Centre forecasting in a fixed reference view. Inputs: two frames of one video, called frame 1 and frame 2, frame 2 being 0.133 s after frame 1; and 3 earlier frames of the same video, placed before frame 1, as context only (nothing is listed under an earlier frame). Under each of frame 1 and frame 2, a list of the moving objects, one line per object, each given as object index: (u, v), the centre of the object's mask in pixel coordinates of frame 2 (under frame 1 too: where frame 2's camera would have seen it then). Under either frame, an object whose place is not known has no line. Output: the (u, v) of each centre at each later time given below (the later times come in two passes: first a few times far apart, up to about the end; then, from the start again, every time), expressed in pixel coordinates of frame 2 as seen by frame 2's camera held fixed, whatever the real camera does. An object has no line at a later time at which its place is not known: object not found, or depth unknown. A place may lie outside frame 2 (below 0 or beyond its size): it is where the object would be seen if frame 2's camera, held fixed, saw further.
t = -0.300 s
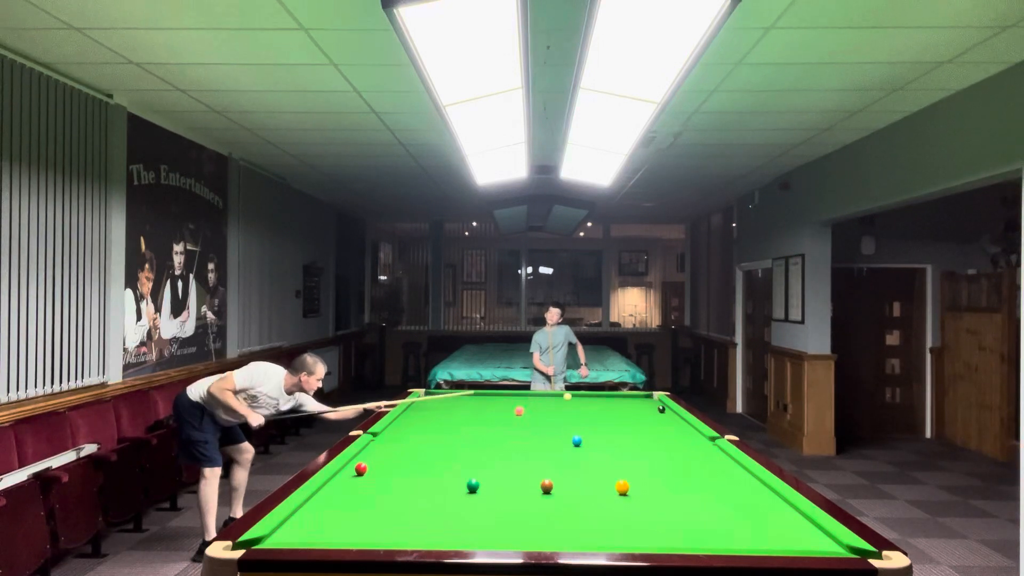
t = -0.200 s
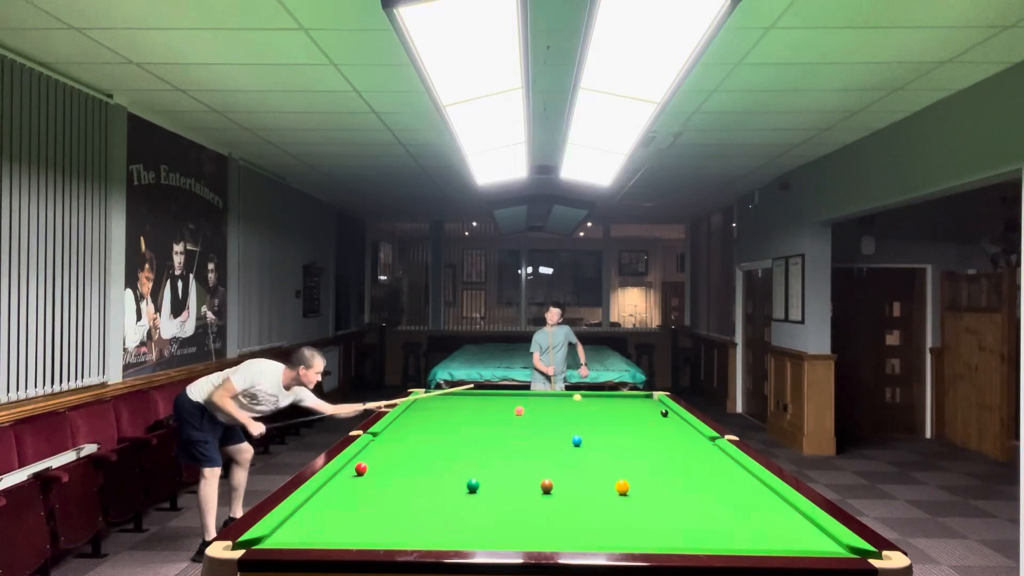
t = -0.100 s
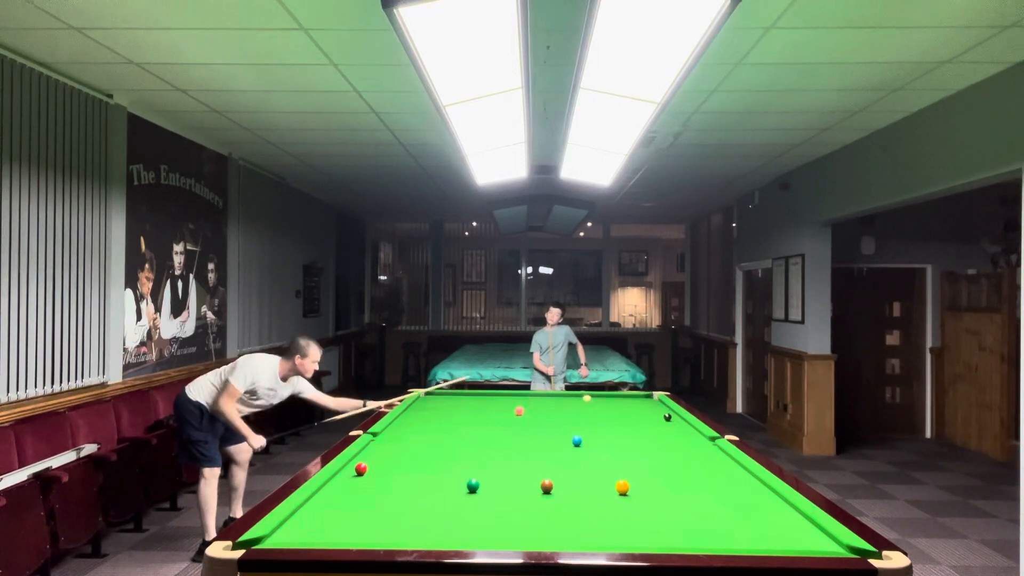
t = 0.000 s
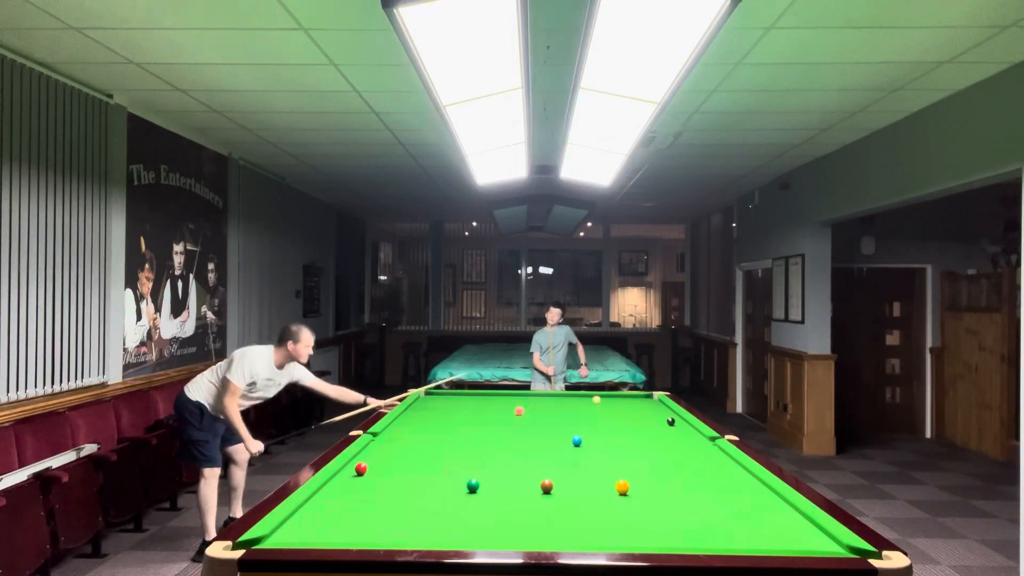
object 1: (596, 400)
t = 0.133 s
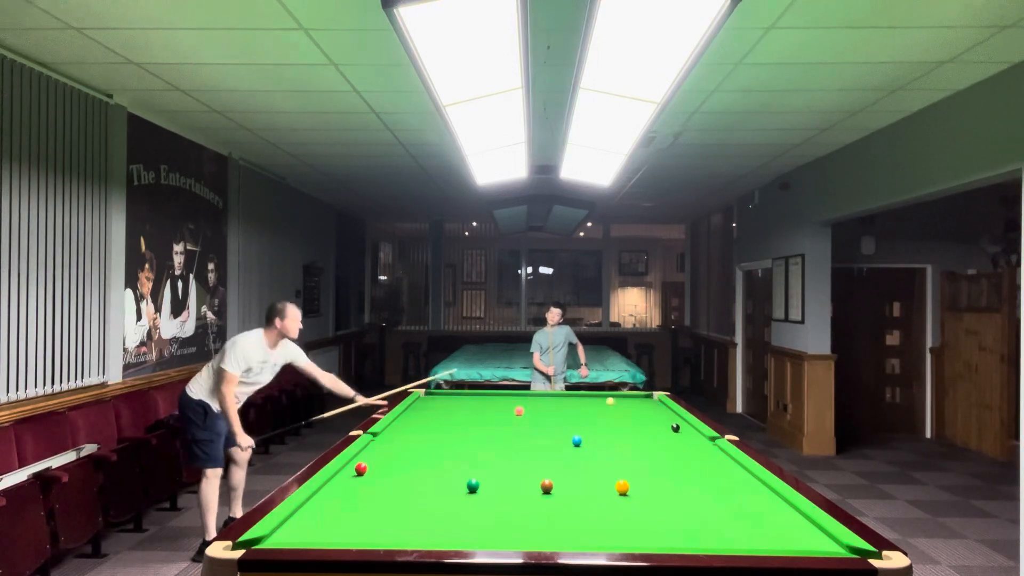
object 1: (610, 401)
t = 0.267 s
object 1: (623, 402)
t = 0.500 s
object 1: (647, 405)
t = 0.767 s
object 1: (663, 408)
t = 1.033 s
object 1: (650, 411)
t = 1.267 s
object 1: (639, 413)
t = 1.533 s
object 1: (626, 415)
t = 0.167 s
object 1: (613, 401)
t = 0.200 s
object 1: (616, 402)
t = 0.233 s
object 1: (620, 402)
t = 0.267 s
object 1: (623, 402)
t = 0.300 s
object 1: (627, 403)
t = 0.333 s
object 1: (630, 403)
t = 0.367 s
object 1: (633, 404)
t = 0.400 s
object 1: (637, 404)
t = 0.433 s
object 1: (640, 405)
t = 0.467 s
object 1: (644, 405)
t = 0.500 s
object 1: (647, 405)
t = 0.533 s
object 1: (650, 406)
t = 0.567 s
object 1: (654, 406)
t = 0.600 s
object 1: (658, 406)
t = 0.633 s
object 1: (661, 407)
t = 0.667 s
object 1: (665, 408)
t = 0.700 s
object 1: (667, 408)
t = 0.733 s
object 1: (665, 408)
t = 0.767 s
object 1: (663, 408)
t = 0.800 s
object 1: (661, 409)
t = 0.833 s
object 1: (660, 409)
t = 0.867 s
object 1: (658, 409)
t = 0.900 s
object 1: (657, 409)
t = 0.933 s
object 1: (655, 410)
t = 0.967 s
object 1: (653, 410)
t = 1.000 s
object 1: (652, 410)
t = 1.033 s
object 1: (650, 411)
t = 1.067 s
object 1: (649, 411)
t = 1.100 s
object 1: (647, 411)
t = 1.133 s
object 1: (646, 412)
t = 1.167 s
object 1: (644, 412)
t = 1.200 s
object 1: (642, 412)
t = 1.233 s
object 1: (641, 413)
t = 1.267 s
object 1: (639, 413)
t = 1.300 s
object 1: (637, 413)
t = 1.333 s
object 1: (636, 414)
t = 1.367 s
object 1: (634, 414)
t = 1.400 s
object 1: (633, 414)
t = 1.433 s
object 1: (631, 414)
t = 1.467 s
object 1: (629, 415)
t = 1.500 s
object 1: (628, 415)
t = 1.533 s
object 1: (626, 415)
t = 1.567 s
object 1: (625, 415)
